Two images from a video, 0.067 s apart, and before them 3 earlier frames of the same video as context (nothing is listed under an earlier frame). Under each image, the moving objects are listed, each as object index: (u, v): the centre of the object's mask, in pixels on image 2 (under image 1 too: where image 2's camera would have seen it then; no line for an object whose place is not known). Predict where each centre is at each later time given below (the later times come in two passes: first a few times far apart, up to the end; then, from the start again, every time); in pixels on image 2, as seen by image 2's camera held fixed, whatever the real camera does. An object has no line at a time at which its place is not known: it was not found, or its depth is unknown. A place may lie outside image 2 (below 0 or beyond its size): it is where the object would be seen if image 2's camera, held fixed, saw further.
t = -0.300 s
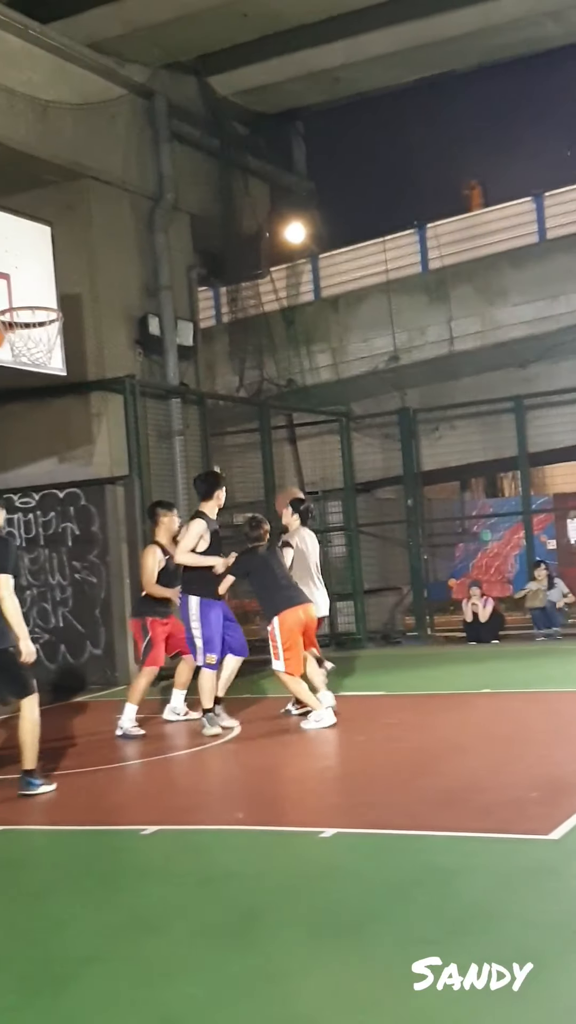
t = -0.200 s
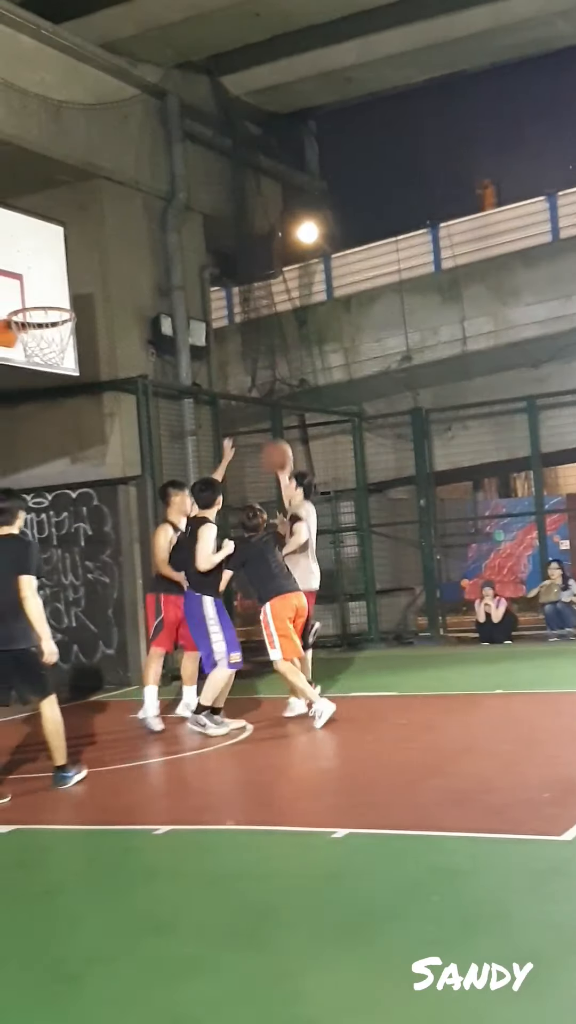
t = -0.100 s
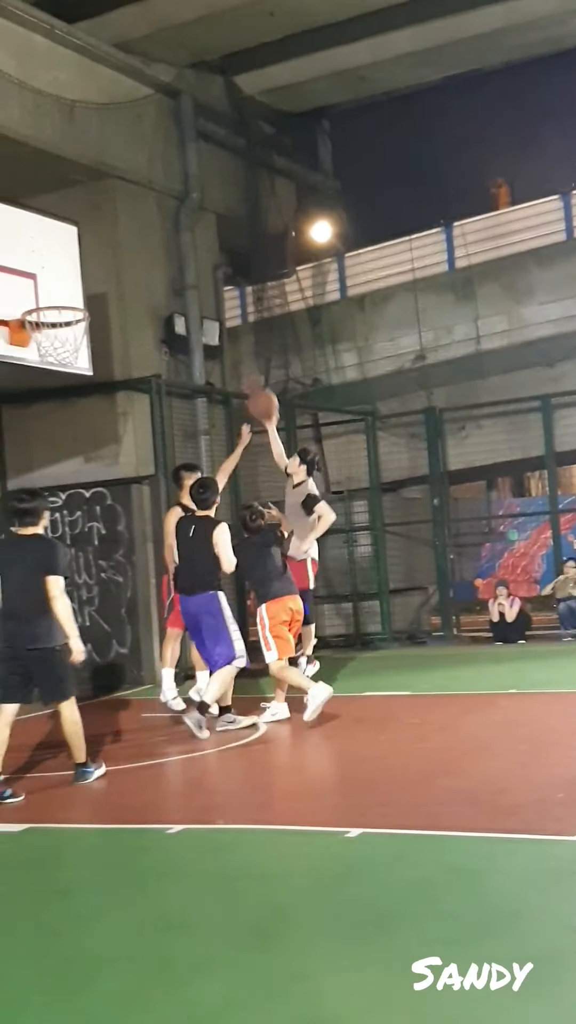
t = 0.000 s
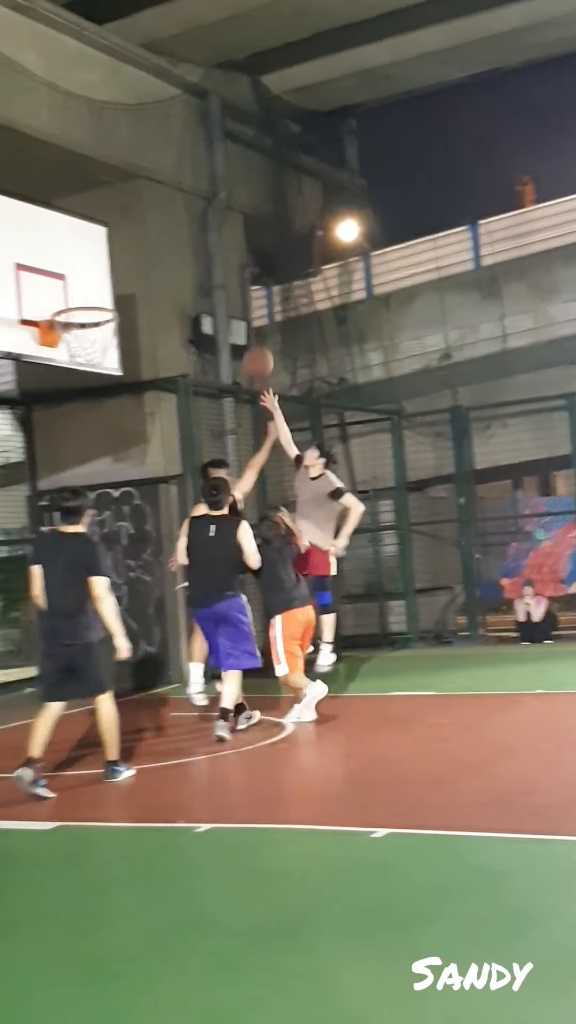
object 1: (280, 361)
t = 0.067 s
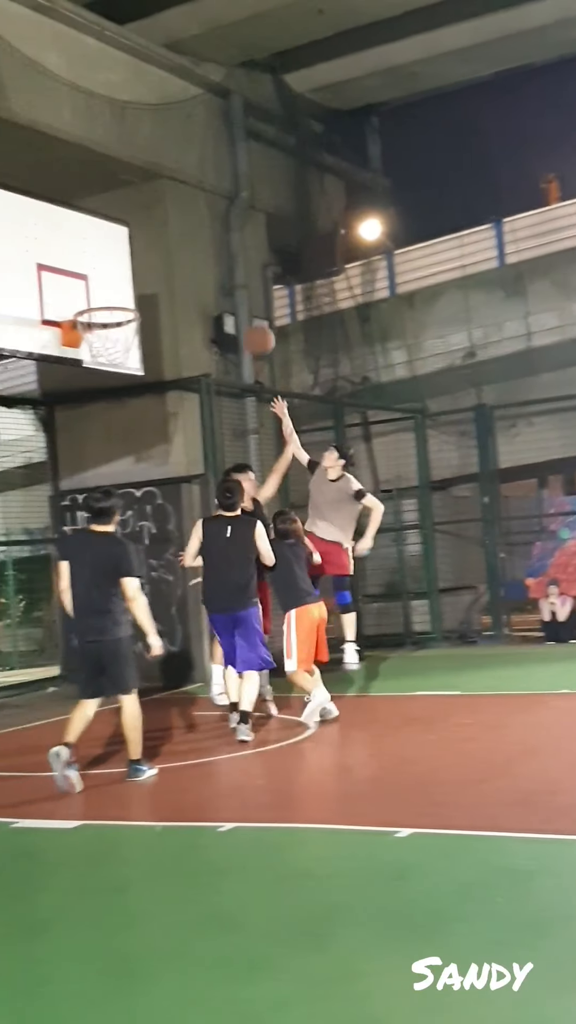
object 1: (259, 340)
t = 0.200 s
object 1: (217, 314)
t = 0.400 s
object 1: (156, 317)
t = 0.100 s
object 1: (247, 332)
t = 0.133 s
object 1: (237, 324)
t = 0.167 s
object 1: (227, 319)
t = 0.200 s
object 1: (217, 314)
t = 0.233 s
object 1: (208, 312)
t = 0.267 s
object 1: (198, 311)
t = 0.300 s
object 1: (187, 311)
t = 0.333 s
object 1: (178, 311)
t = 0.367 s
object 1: (165, 313)
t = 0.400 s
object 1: (156, 317)
